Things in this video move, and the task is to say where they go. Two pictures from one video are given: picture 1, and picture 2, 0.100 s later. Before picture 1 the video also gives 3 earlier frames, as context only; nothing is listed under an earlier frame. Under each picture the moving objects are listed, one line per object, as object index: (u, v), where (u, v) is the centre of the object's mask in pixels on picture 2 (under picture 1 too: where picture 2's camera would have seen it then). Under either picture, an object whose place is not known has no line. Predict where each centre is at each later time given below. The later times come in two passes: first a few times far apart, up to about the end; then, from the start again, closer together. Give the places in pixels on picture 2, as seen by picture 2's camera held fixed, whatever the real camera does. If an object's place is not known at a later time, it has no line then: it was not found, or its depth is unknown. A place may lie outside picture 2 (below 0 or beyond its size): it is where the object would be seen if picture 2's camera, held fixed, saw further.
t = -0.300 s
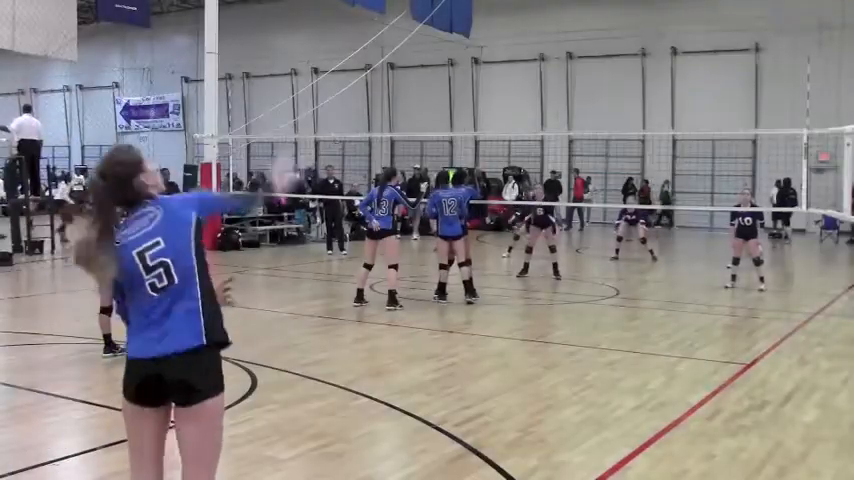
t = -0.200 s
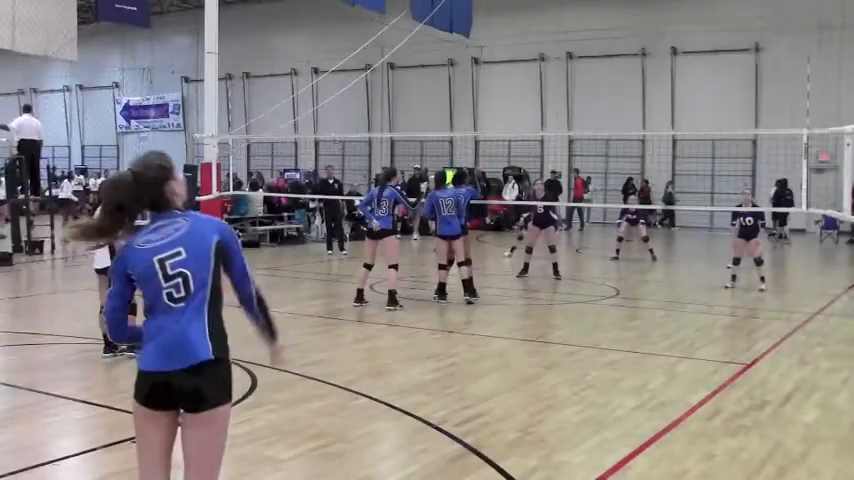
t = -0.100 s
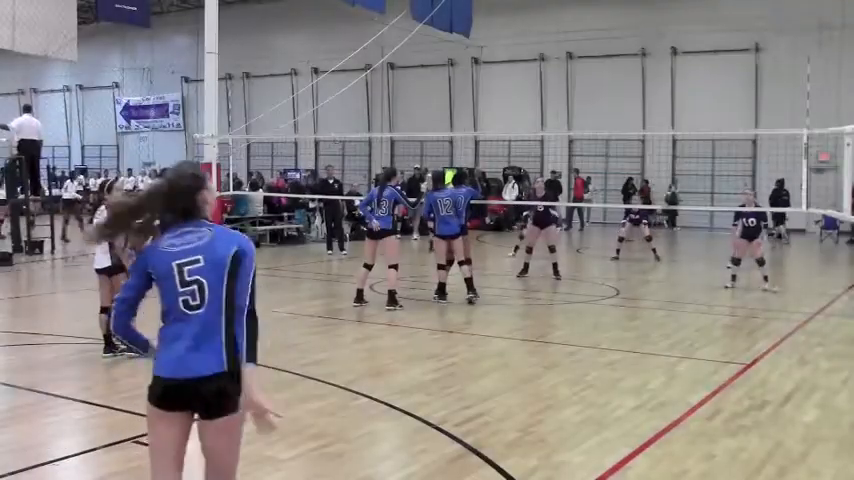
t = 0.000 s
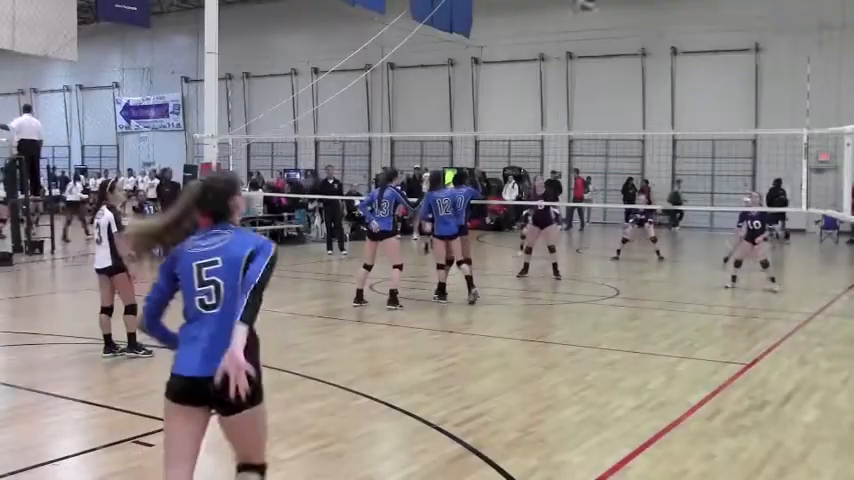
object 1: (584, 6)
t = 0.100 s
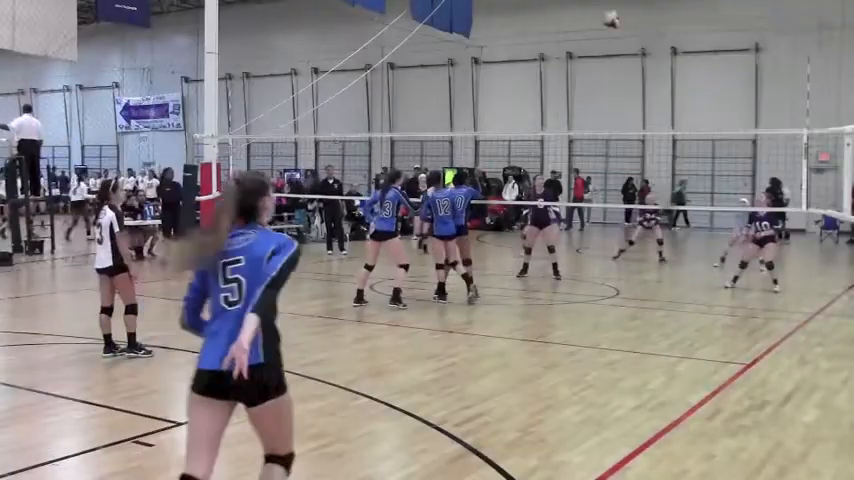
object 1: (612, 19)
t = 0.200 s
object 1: (632, 44)
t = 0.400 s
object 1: (661, 99)
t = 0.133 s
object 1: (618, 26)
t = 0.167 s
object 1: (625, 36)
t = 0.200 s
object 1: (632, 44)
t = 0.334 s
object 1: (651, 79)
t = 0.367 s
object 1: (655, 89)
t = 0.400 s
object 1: (661, 99)
